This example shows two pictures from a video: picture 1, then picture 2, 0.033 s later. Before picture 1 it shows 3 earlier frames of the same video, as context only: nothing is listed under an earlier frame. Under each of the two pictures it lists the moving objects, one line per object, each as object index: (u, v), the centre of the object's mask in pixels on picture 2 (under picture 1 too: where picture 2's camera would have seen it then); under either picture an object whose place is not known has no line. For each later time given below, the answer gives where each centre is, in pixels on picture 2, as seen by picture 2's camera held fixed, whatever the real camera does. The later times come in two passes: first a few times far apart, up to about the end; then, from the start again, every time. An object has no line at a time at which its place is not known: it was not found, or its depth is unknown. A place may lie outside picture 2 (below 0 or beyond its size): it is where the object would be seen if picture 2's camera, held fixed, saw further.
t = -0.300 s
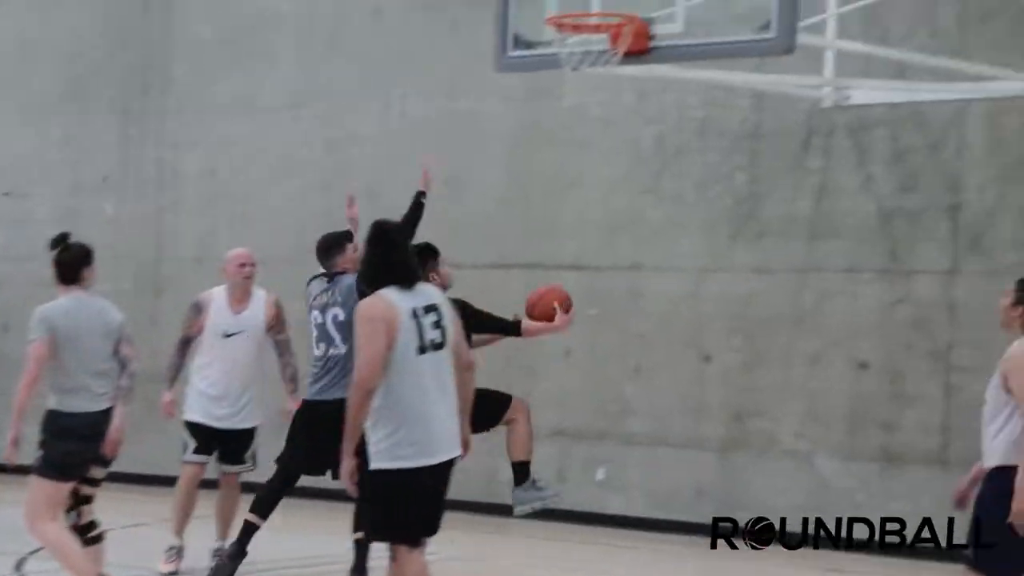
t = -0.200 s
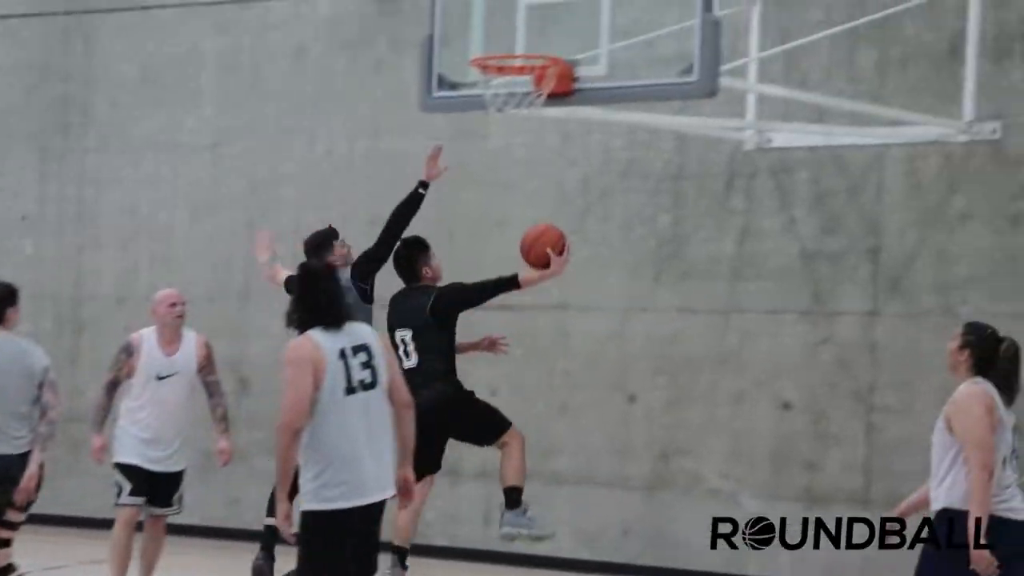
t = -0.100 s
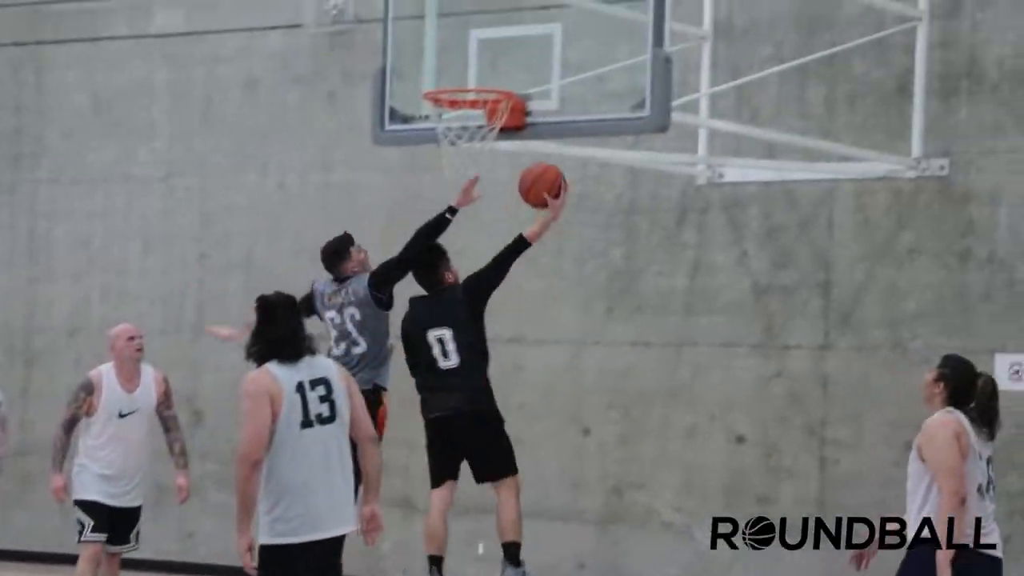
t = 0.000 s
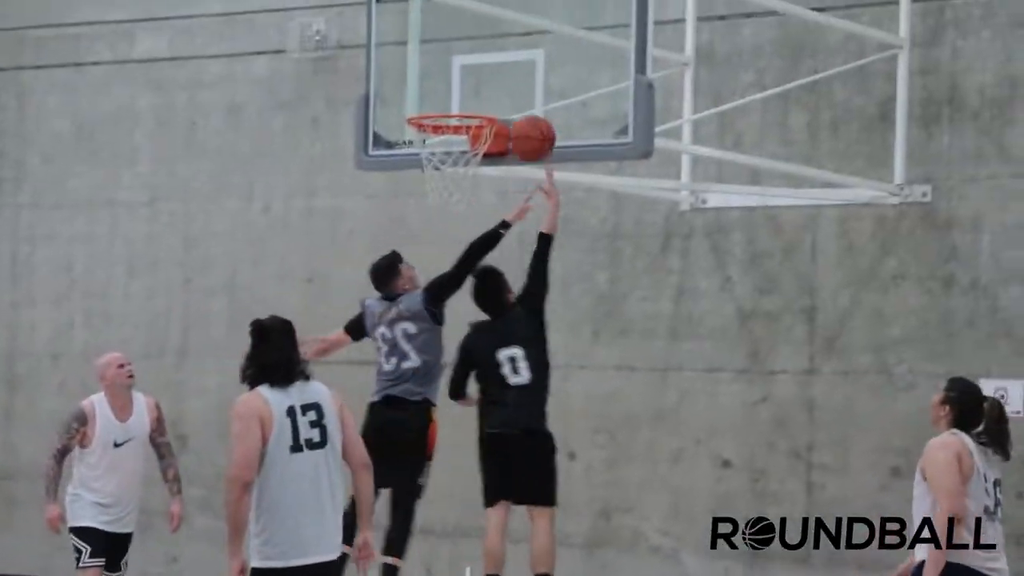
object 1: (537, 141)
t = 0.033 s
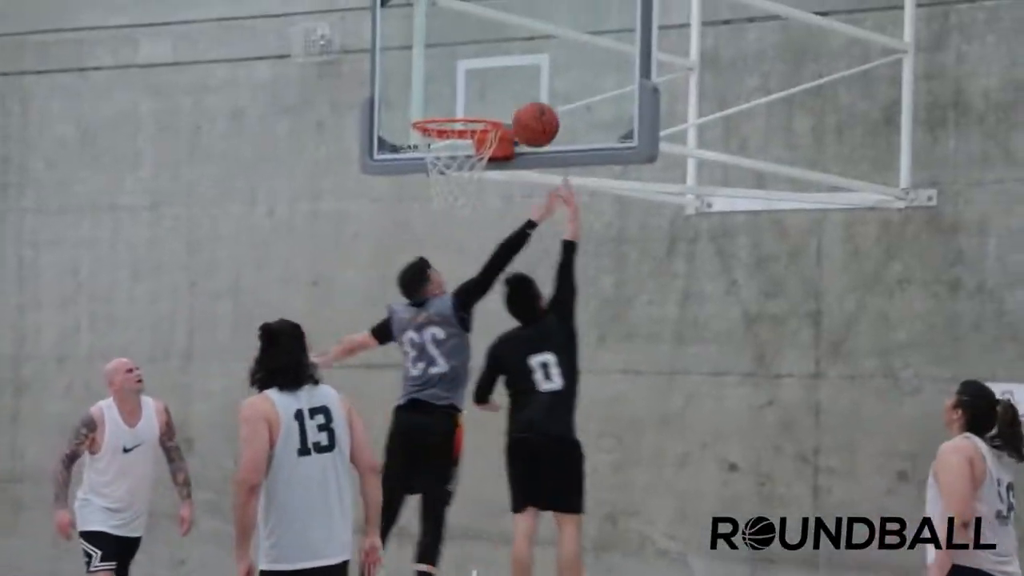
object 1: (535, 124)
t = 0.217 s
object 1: (527, 65)
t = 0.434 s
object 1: (492, 65)
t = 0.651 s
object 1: (438, 144)
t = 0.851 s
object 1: (458, 239)
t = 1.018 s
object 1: (473, 375)
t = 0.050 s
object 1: (535, 116)
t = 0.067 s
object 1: (534, 108)
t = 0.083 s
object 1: (533, 102)
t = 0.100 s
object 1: (532, 95)
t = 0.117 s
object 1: (532, 89)
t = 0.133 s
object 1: (531, 84)
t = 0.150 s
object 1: (530, 79)
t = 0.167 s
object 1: (529, 75)
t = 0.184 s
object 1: (528, 71)
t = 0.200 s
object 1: (528, 68)
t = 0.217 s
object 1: (527, 65)
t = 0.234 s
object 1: (526, 63)
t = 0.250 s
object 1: (525, 61)
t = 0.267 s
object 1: (524, 59)
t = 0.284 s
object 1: (524, 59)
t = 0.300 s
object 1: (524, 58)
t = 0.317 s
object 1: (522, 58)
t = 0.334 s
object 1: (517, 57)
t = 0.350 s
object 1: (513, 57)
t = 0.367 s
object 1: (508, 58)
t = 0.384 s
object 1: (504, 59)
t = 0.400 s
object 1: (500, 60)
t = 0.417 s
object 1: (496, 62)
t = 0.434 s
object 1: (492, 65)
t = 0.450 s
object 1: (487, 68)
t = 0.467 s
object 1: (483, 72)
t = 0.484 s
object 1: (478, 76)
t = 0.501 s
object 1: (473, 81)
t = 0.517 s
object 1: (469, 85)
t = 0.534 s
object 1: (464, 91)
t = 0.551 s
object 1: (459, 97)
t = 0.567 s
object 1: (455, 101)
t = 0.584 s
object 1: (449, 111)
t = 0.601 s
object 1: (443, 117)
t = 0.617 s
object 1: (439, 130)
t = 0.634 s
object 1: (437, 139)
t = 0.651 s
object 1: (438, 144)
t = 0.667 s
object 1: (438, 150)
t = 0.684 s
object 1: (439, 158)
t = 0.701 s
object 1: (440, 165)
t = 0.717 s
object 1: (442, 171)
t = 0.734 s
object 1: (444, 178)
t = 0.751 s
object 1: (447, 186)
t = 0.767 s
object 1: (448, 197)
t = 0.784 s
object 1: (449, 201)
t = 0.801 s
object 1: (452, 210)
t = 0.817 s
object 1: (453, 219)
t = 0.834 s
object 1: (456, 229)
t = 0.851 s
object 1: (458, 239)
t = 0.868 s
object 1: (459, 250)
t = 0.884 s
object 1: (461, 262)
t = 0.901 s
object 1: (463, 274)
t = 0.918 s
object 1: (465, 287)
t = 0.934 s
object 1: (466, 300)
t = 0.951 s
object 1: (468, 314)
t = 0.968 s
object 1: (469, 328)
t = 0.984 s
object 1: (471, 343)
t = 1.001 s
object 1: (472, 358)
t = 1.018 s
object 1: (473, 375)
